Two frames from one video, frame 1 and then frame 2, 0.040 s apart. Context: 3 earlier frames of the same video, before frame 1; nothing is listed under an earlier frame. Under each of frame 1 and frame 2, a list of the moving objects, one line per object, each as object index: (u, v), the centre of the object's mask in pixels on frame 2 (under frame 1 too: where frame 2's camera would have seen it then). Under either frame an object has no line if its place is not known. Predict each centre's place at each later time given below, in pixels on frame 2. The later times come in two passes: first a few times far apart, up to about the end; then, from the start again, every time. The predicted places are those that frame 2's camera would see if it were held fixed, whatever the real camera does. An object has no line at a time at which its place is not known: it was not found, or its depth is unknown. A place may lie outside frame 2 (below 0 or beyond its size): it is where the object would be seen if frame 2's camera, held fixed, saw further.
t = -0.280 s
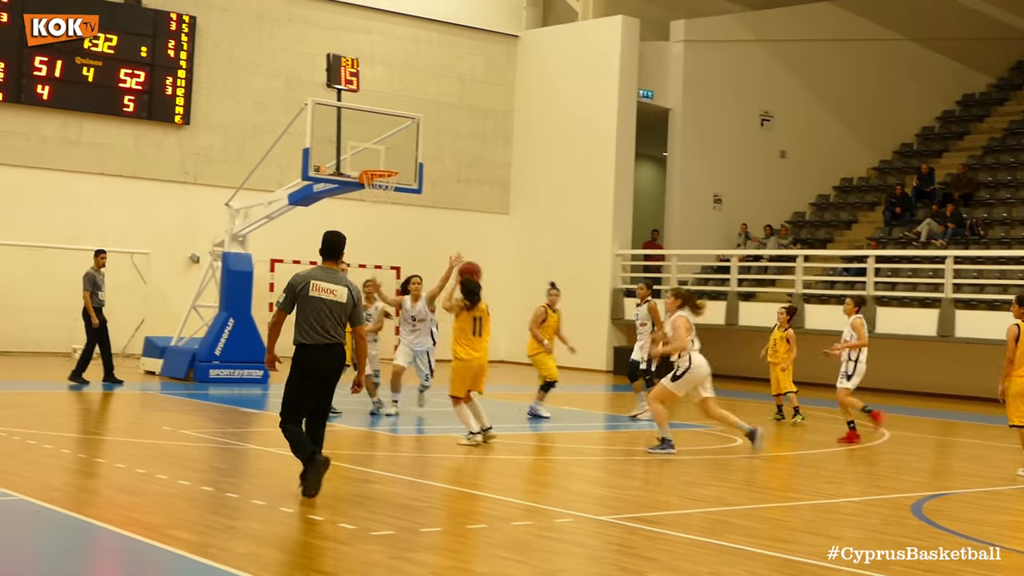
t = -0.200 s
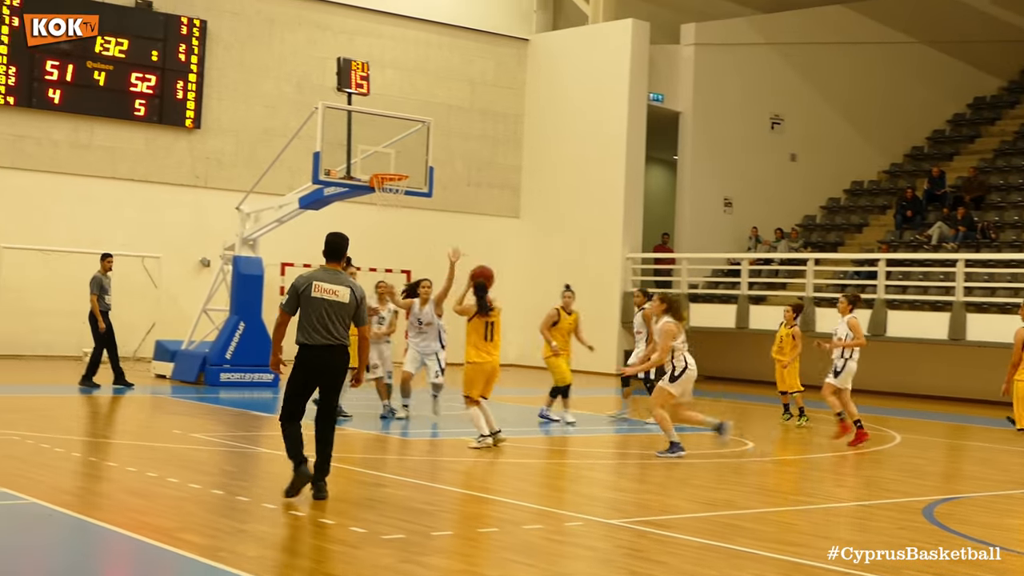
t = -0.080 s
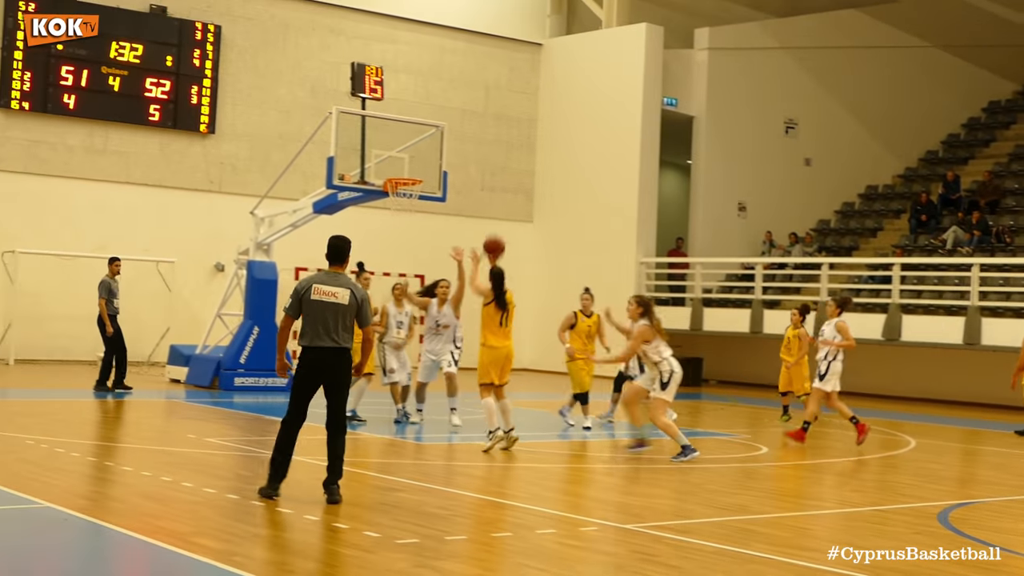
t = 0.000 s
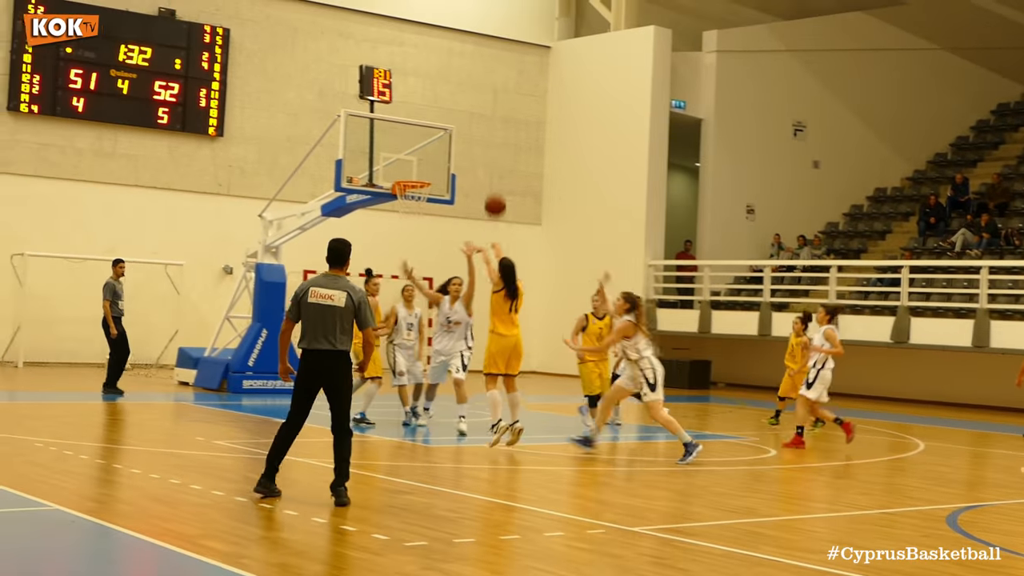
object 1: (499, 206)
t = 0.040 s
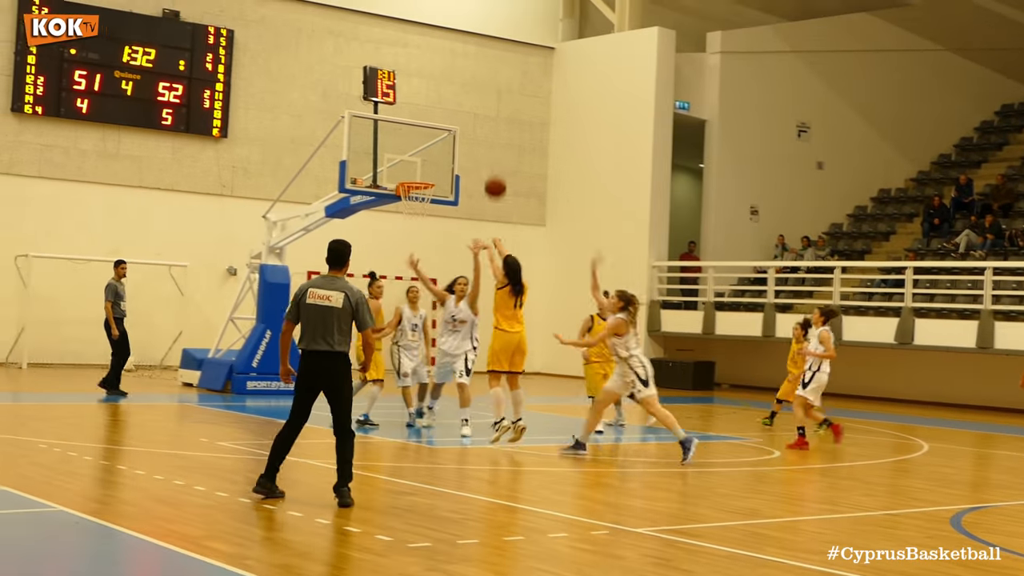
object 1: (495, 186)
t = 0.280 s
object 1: (473, 109)
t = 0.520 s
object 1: (453, 87)
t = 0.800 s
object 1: (430, 116)
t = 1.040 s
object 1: (415, 175)
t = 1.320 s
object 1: (463, 142)
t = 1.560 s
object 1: (501, 158)
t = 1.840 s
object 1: (542, 228)
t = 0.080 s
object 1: (491, 170)
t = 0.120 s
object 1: (487, 154)
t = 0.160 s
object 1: (484, 140)
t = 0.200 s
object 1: (480, 128)
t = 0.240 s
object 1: (476, 118)
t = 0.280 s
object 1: (473, 109)
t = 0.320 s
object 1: (469, 102)
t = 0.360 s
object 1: (466, 96)
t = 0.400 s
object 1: (463, 92)
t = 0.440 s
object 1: (460, 89)
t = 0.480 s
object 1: (456, 87)
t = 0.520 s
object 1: (453, 87)
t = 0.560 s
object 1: (450, 87)
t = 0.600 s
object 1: (447, 89)
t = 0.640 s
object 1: (443, 92)
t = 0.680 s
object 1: (440, 97)
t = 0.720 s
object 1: (437, 102)
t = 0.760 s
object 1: (434, 109)
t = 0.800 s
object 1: (430, 116)
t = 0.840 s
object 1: (427, 125)
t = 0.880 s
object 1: (424, 135)
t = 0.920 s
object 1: (421, 145)
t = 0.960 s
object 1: (418, 157)
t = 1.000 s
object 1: (414, 169)
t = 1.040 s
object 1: (415, 175)
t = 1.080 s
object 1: (422, 168)
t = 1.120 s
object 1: (429, 161)
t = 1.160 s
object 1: (436, 155)
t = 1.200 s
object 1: (442, 150)
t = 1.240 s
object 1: (449, 146)
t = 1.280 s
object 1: (456, 144)
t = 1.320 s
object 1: (463, 142)
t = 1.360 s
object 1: (469, 142)
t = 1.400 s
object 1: (475, 143)
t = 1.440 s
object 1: (482, 145)
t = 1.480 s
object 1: (488, 148)
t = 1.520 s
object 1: (494, 153)
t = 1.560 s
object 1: (501, 158)
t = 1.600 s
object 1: (507, 165)
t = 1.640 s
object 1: (513, 172)
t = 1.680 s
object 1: (519, 181)
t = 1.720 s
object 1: (525, 191)
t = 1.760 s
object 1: (531, 203)
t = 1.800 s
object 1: (536, 216)
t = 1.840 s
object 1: (542, 228)
